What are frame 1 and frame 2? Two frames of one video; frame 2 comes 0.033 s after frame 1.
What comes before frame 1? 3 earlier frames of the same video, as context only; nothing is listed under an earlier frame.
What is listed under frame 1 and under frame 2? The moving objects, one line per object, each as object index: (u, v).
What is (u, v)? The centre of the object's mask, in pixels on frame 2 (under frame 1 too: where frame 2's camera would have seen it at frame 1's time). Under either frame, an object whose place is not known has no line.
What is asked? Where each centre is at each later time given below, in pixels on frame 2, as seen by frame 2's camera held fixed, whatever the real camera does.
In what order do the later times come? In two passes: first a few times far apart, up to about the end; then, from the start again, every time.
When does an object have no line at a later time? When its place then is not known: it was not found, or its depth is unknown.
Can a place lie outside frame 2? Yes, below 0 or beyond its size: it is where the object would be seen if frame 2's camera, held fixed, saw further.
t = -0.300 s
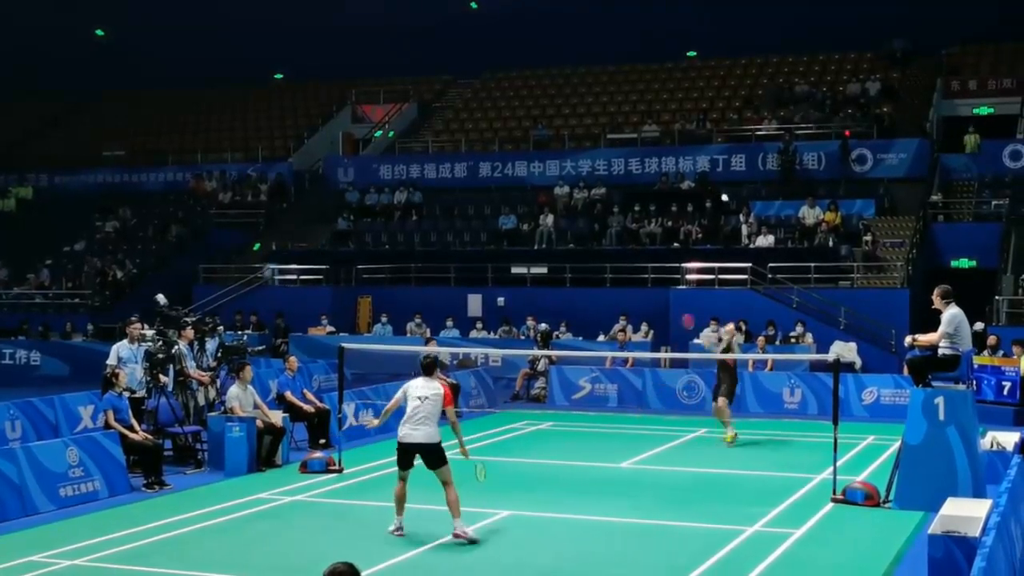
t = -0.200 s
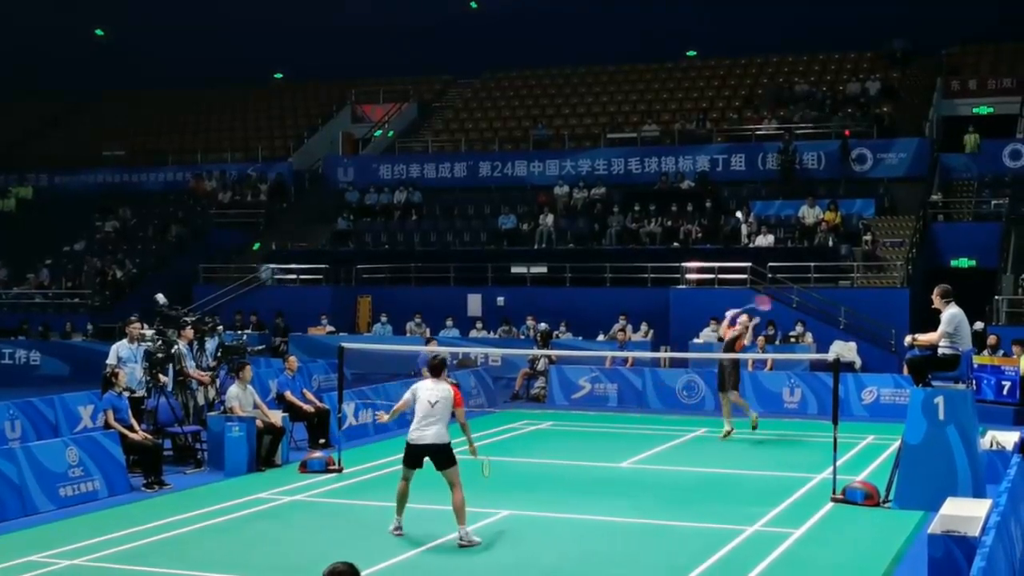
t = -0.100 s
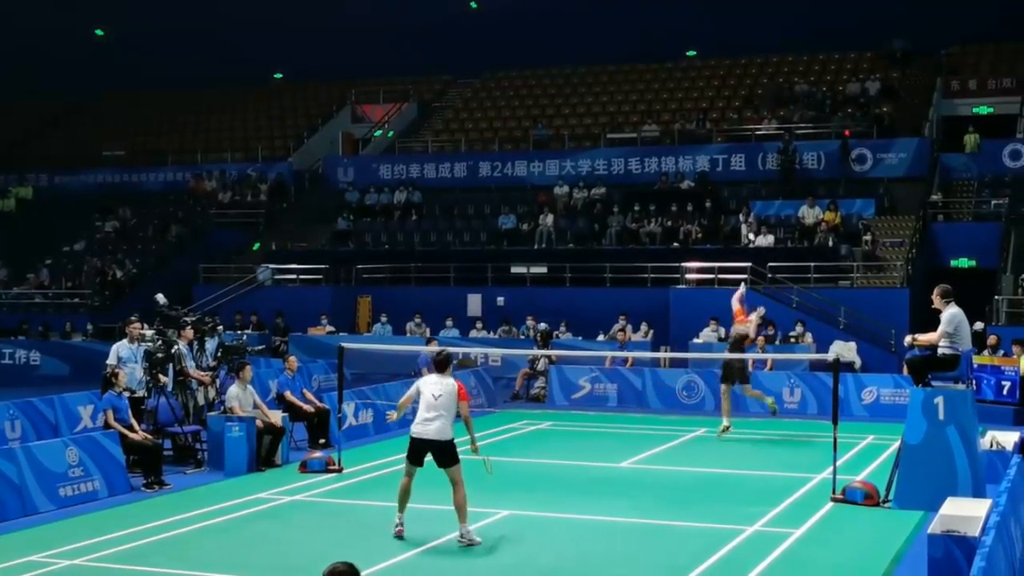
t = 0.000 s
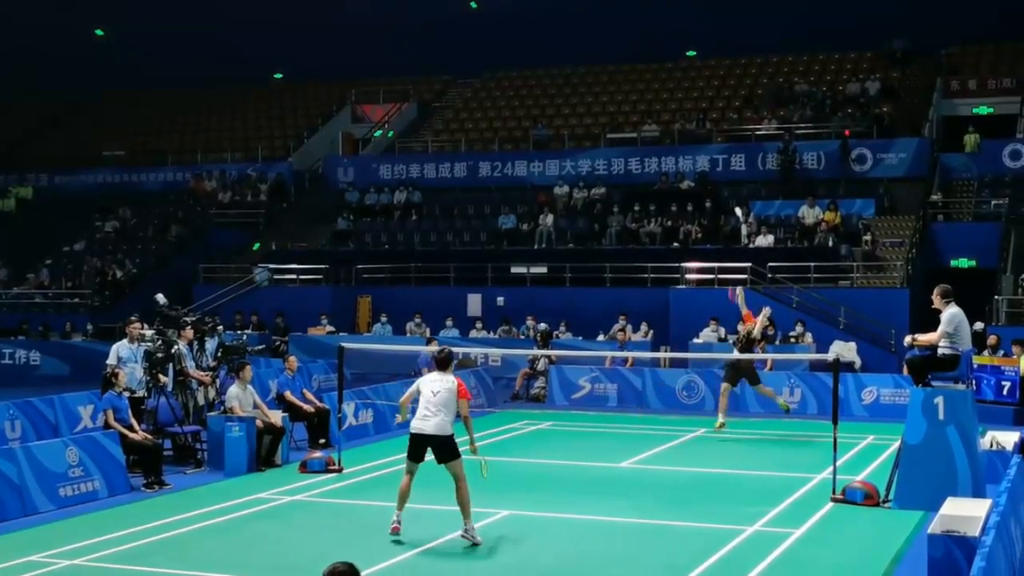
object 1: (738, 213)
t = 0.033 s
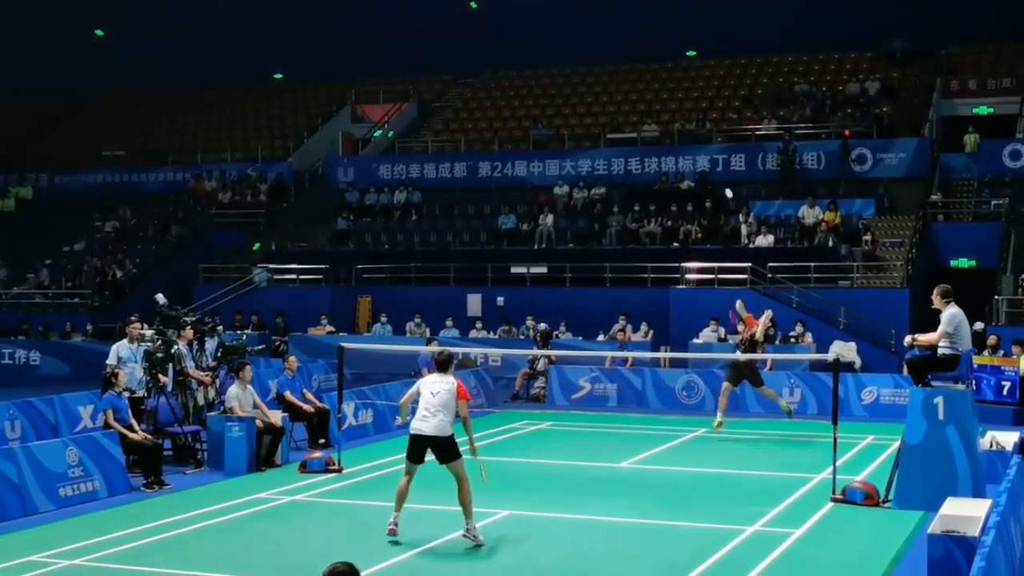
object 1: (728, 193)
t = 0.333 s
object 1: (664, 107)
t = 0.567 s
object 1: (625, 106)
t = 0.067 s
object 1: (719, 177)
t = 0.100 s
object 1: (711, 163)
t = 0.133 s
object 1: (703, 150)
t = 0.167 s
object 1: (696, 140)
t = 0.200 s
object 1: (690, 131)
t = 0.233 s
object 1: (682, 124)
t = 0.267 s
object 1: (676, 117)
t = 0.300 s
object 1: (670, 111)
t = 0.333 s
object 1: (664, 107)
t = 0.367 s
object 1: (659, 104)
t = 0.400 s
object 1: (653, 102)
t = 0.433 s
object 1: (647, 100)
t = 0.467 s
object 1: (641, 100)
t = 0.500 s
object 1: (636, 101)
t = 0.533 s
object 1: (630, 102)
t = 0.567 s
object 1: (625, 106)
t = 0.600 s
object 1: (619, 110)
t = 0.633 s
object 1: (614, 115)
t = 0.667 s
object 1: (608, 121)
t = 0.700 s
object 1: (603, 129)
